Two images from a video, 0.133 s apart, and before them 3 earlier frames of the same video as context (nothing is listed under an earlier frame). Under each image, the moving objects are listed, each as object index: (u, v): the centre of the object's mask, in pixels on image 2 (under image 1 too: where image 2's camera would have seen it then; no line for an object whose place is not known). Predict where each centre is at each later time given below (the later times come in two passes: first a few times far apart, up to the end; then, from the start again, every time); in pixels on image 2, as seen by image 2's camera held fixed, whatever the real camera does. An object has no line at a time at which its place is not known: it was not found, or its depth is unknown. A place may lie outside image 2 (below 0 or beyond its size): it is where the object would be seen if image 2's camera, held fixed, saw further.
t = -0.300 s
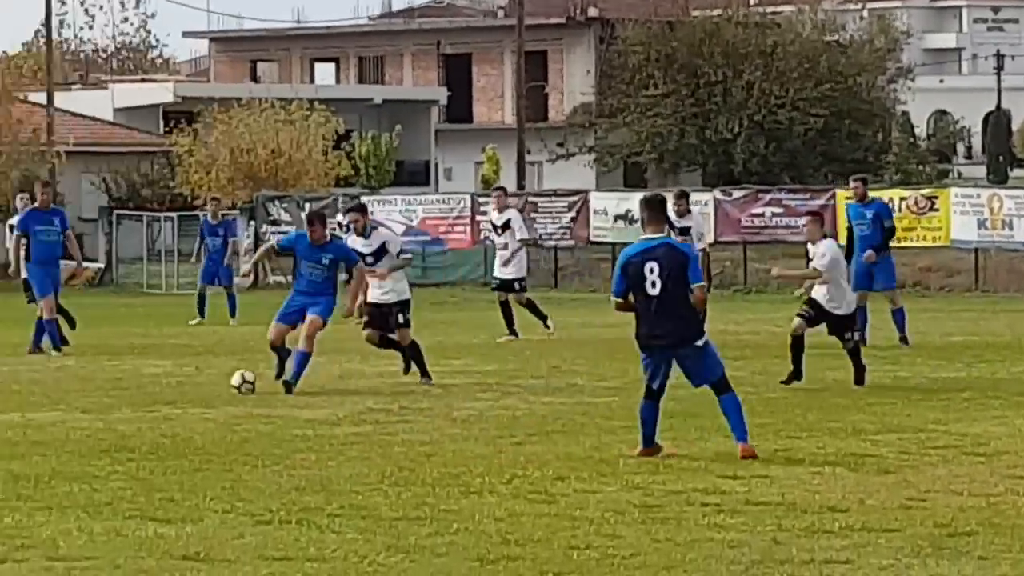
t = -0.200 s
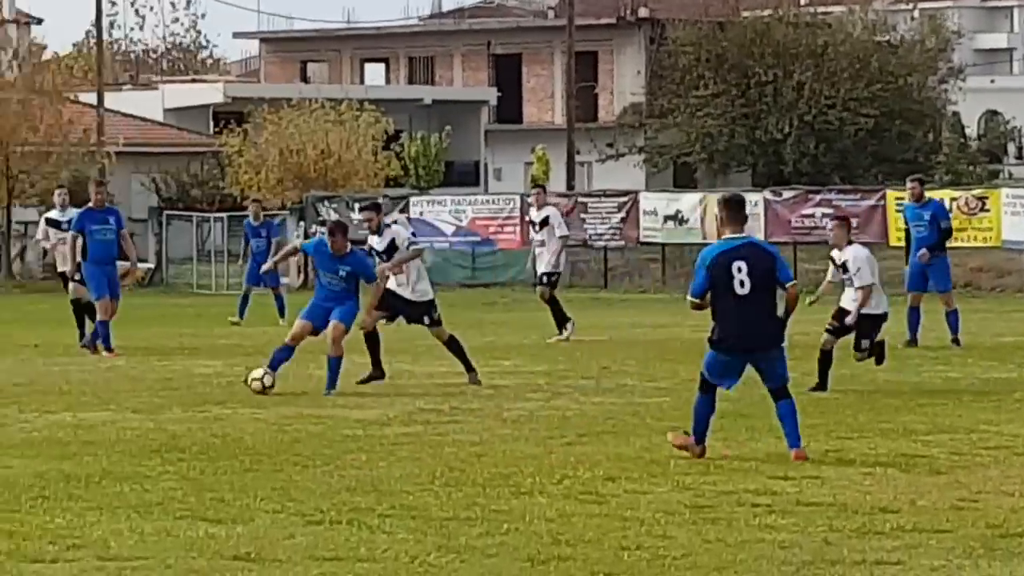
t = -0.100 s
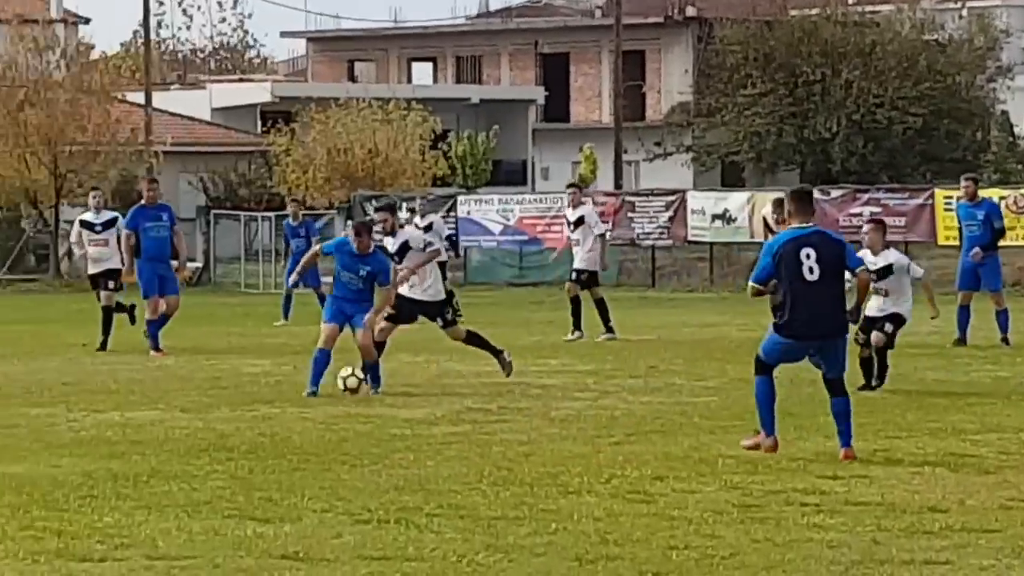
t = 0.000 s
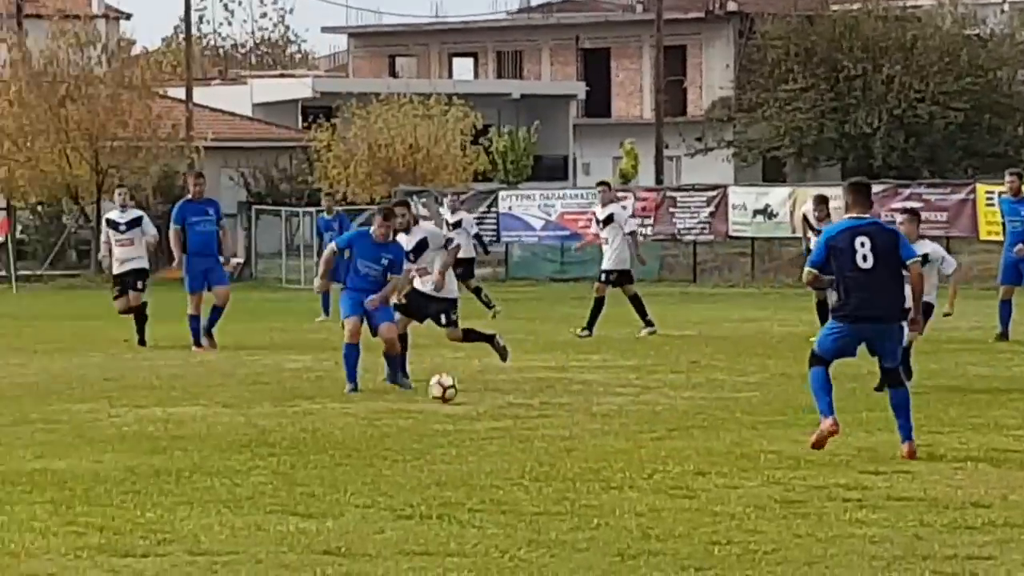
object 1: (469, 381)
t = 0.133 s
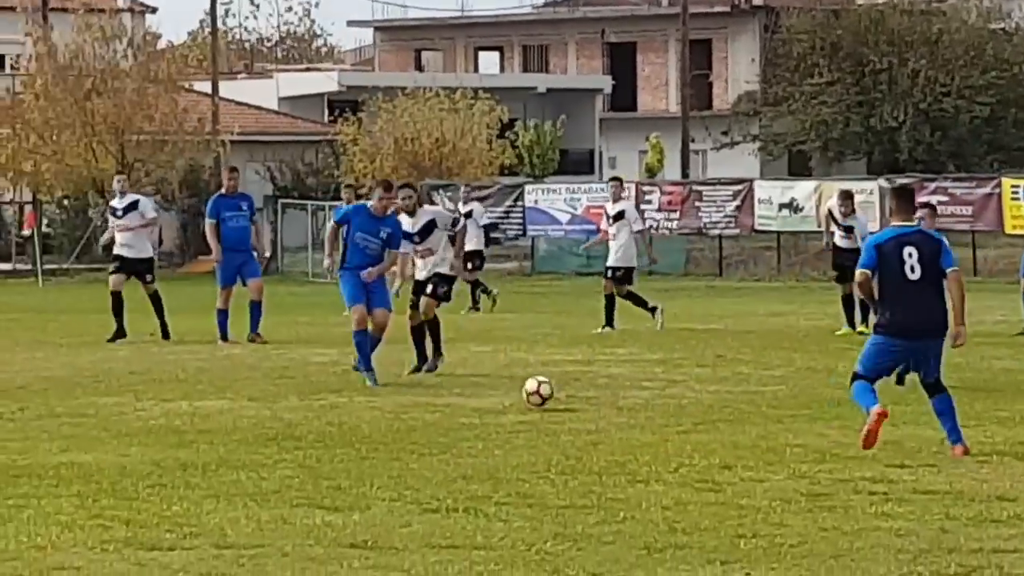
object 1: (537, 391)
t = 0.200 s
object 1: (574, 398)
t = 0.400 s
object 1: (679, 408)
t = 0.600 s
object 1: (776, 417)
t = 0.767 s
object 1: (848, 426)
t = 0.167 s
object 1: (555, 394)
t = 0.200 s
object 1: (574, 398)
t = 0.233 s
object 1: (593, 404)
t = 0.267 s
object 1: (611, 408)
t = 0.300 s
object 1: (628, 407)
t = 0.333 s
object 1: (645, 406)
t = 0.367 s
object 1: (662, 406)
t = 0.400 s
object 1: (679, 408)
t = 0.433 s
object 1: (697, 412)
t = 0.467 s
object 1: (716, 417)
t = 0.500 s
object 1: (731, 419)
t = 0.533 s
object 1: (746, 416)
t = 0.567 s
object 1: (761, 416)
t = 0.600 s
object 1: (776, 417)
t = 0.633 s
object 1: (791, 421)
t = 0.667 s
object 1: (807, 425)
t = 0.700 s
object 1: (821, 427)
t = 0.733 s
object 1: (835, 426)
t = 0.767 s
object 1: (848, 426)
